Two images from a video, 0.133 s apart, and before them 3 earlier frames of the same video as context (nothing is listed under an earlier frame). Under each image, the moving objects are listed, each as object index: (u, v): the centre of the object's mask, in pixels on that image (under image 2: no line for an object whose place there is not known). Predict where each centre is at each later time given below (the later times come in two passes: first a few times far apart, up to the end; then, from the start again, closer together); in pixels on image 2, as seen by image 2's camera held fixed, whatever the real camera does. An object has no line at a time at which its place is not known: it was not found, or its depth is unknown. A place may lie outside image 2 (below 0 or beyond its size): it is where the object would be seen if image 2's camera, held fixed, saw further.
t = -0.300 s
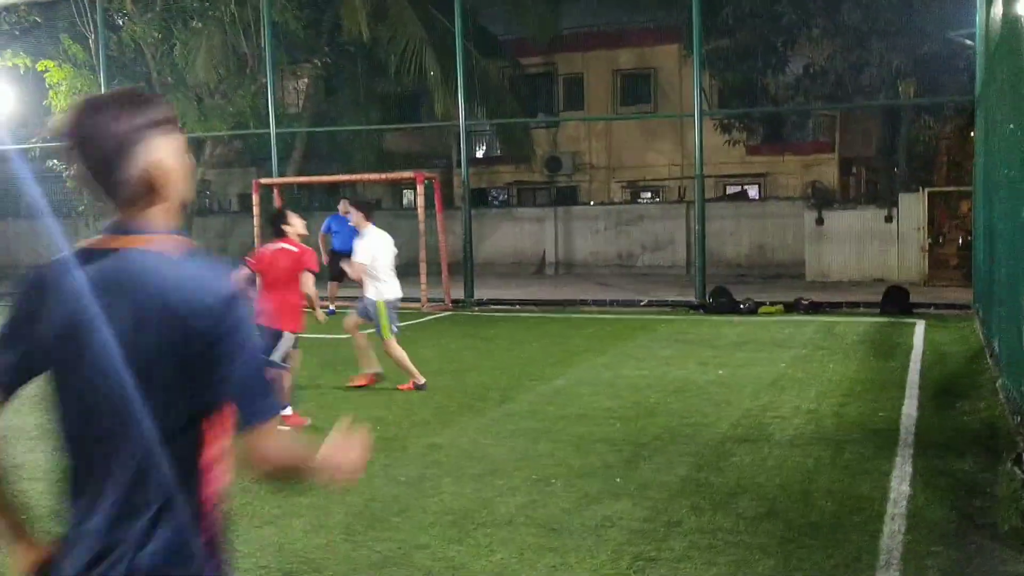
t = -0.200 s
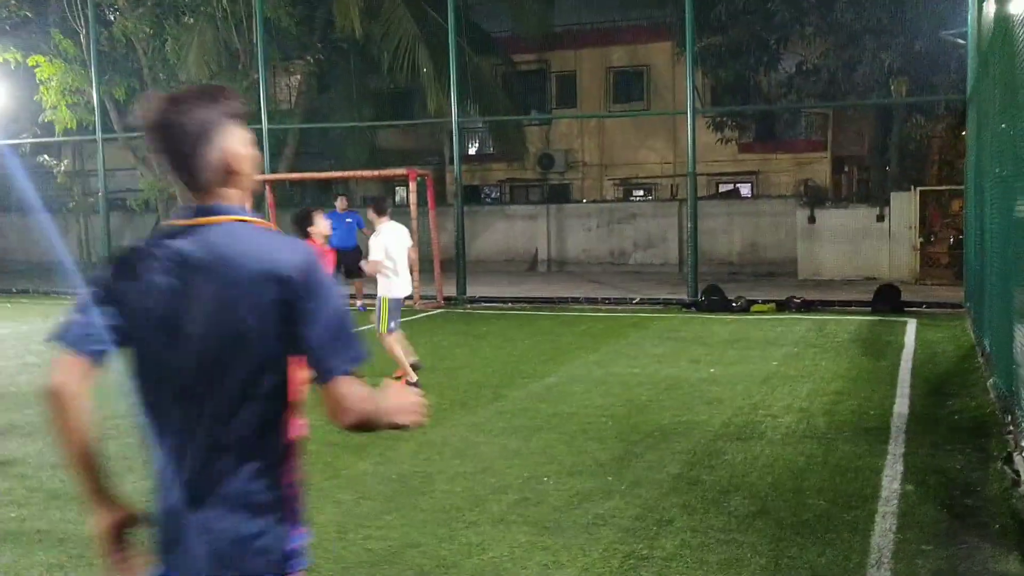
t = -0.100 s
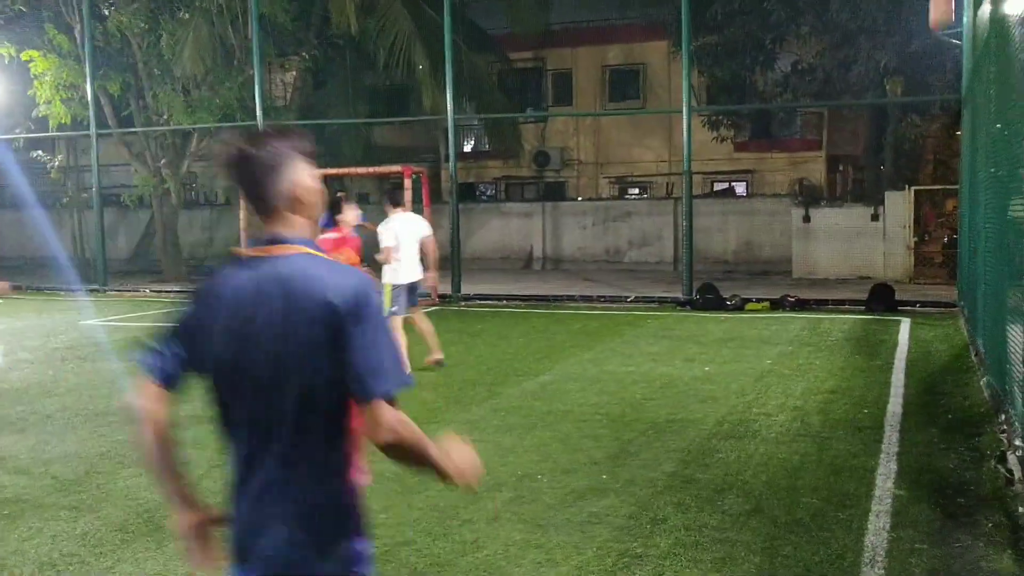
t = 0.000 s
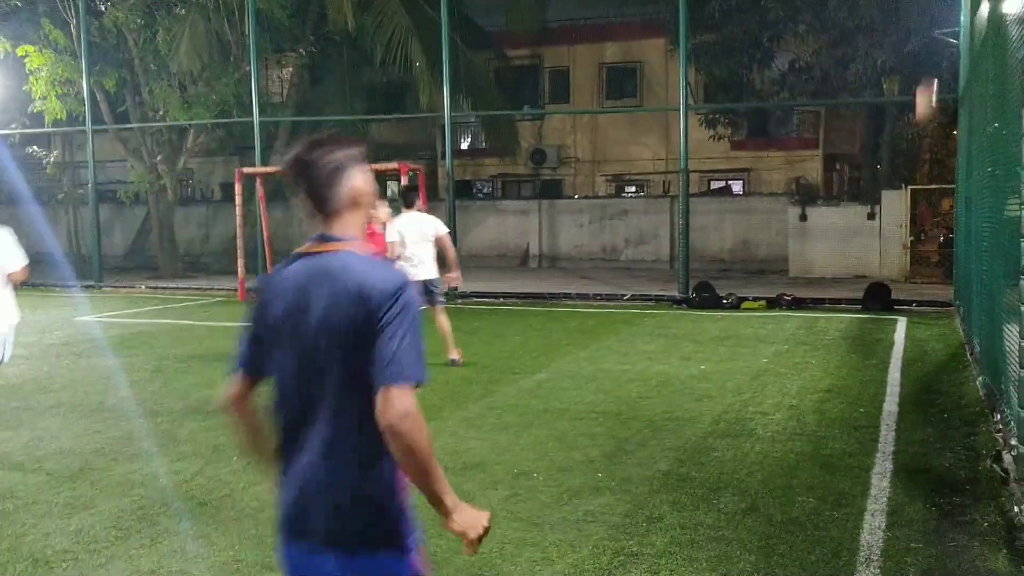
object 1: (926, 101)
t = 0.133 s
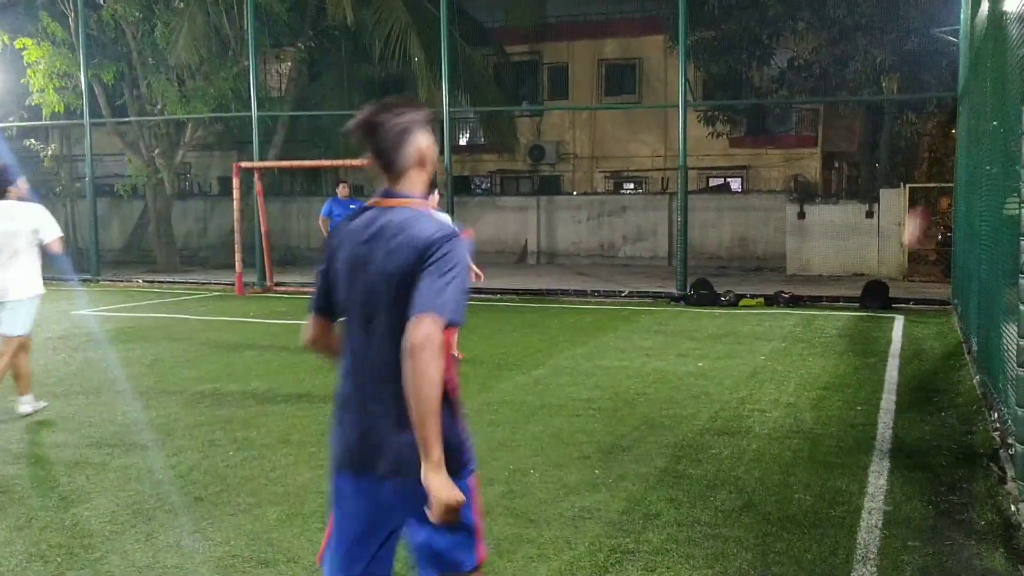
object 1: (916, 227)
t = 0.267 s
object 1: (904, 320)
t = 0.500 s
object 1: (905, 171)
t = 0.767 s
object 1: (905, 68)
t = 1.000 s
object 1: (904, 32)
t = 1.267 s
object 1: (902, 53)
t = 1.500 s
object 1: (898, 119)
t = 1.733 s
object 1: (893, 226)
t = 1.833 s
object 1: (891, 287)
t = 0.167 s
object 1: (911, 262)
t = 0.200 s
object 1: (908, 294)
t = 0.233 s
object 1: (904, 327)
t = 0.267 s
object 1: (904, 320)
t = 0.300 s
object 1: (905, 295)
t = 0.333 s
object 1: (906, 273)
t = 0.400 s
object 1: (906, 231)
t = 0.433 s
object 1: (905, 208)
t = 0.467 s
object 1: (904, 188)
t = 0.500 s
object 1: (905, 171)
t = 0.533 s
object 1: (906, 156)
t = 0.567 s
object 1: (906, 140)
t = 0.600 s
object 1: (906, 125)
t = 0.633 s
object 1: (905, 112)
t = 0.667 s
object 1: (905, 99)
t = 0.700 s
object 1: (906, 88)
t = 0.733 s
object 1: (906, 78)
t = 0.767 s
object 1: (905, 68)
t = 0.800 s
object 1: (905, 60)
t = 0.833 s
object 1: (906, 52)
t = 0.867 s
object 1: (906, 46)
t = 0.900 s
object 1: (906, 42)
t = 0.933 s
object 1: (906, 38)
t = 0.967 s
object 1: (904, 34)
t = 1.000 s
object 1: (904, 32)
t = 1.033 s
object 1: (904, 31)
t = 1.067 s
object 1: (904, 32)
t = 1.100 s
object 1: (904, 33)
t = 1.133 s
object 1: (903, 34)
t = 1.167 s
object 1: (903, 37)
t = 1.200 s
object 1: (902, 41)
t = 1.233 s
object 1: (903, 46)
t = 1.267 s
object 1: (902, 53)
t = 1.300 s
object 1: (901, 60)
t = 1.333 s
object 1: (901, 67)
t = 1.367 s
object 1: (900, 76)
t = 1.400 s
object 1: (899, 85)
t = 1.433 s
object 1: (899, 95)
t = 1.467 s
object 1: (898, 107)
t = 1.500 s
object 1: (898, 119)
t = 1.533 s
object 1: (897, 133)
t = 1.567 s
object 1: (896, 146)
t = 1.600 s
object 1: (896, 160)
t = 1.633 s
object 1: (895, 176)
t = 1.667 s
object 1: (896, 191)
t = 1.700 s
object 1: (895, 208)
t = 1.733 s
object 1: (893, 226)
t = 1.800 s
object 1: (892, 267)
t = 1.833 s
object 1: (891, 287)
